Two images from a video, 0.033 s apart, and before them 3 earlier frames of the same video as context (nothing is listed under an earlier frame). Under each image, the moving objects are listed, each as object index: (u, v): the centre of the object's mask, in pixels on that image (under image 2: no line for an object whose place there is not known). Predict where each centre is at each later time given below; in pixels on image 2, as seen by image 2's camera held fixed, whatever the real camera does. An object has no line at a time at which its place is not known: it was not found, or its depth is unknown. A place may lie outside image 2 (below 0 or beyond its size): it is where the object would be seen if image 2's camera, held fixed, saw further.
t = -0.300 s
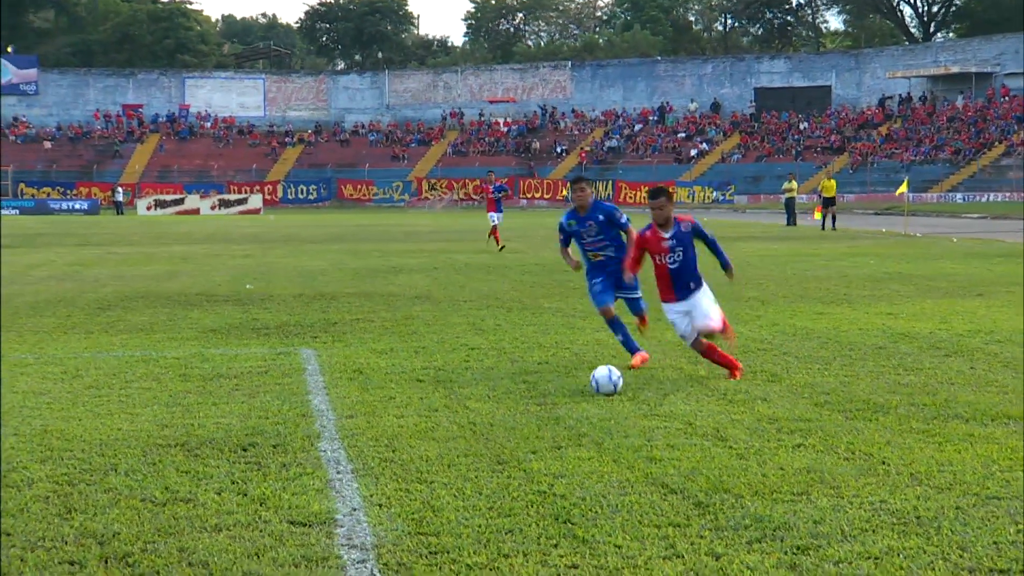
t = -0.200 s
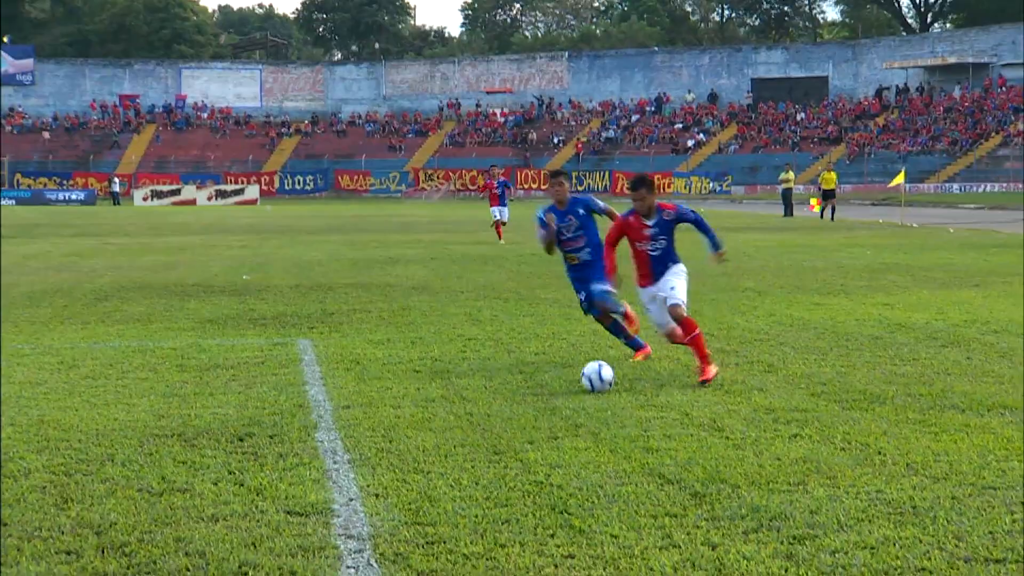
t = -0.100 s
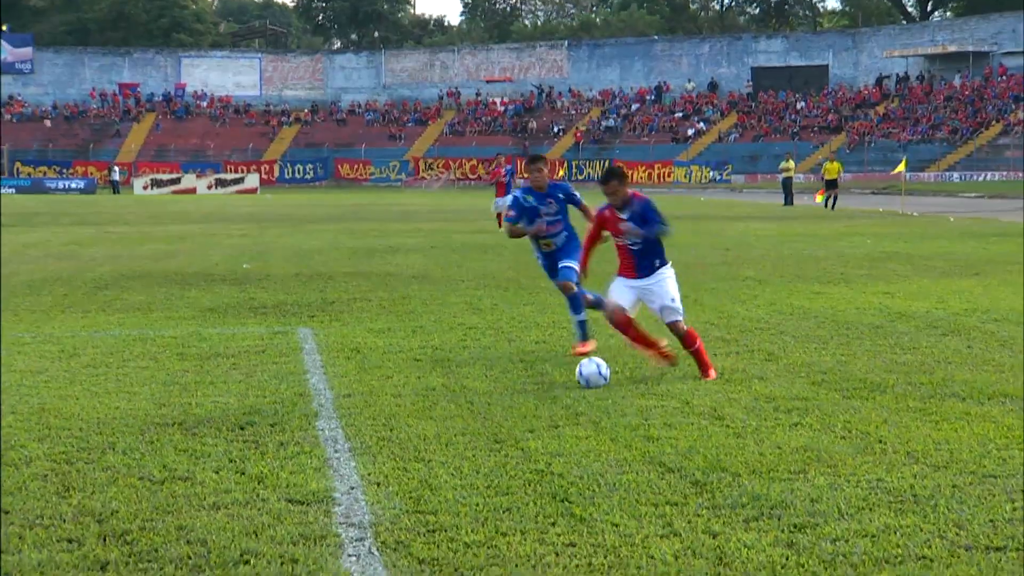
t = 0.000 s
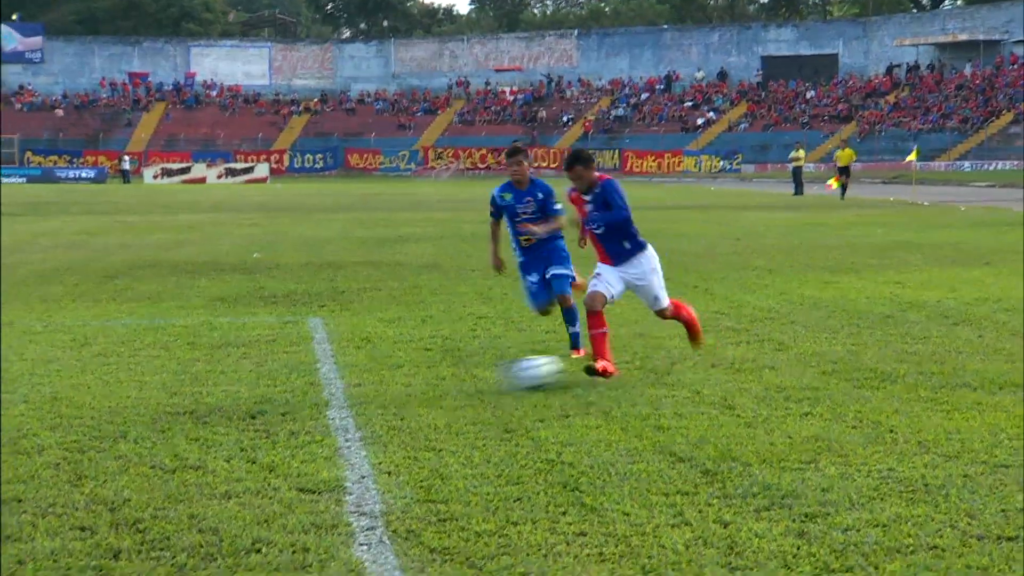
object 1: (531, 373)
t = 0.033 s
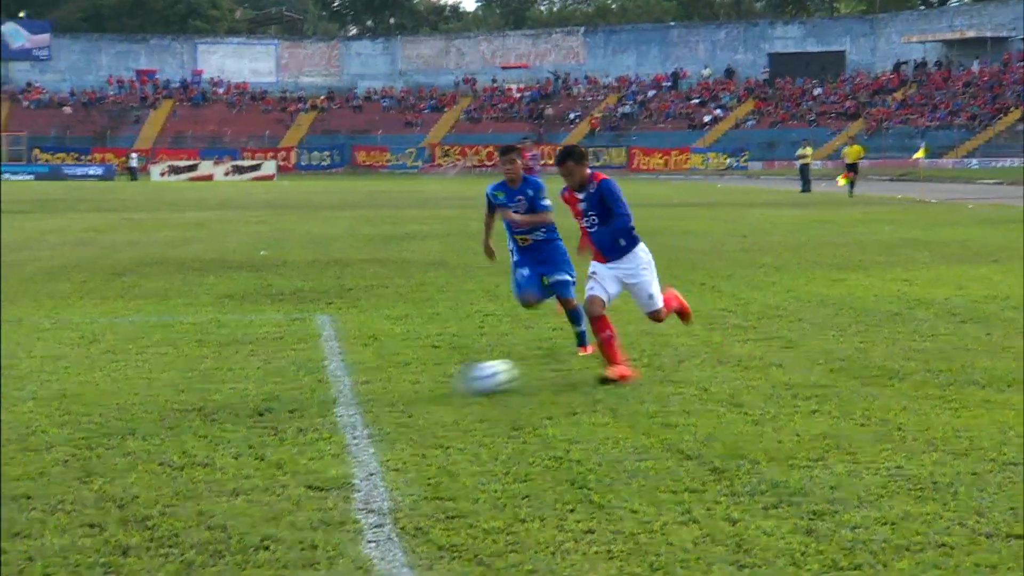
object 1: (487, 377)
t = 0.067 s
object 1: (442, 382)
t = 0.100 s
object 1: (395, 384)
